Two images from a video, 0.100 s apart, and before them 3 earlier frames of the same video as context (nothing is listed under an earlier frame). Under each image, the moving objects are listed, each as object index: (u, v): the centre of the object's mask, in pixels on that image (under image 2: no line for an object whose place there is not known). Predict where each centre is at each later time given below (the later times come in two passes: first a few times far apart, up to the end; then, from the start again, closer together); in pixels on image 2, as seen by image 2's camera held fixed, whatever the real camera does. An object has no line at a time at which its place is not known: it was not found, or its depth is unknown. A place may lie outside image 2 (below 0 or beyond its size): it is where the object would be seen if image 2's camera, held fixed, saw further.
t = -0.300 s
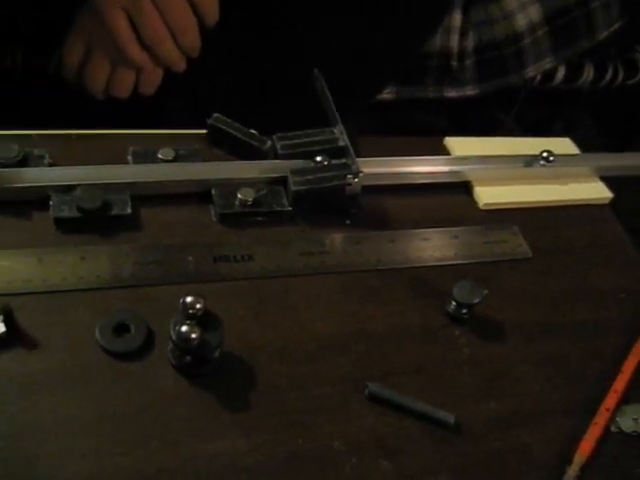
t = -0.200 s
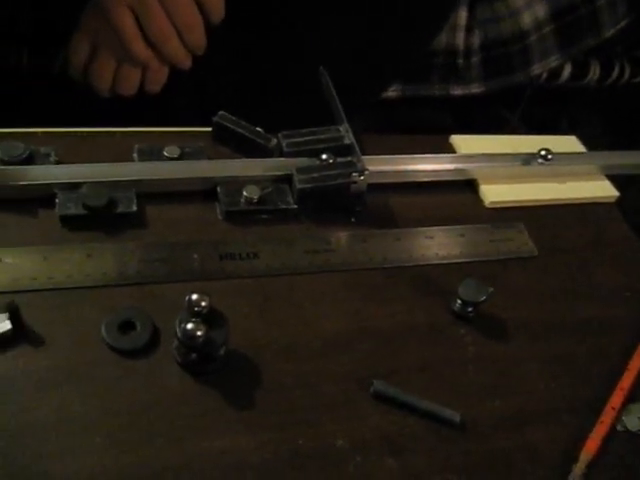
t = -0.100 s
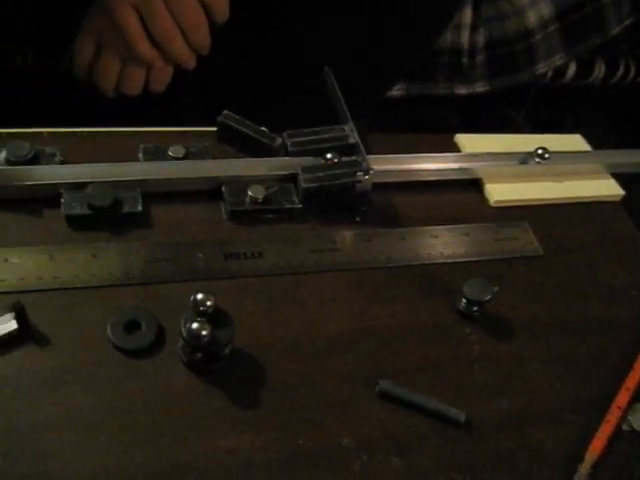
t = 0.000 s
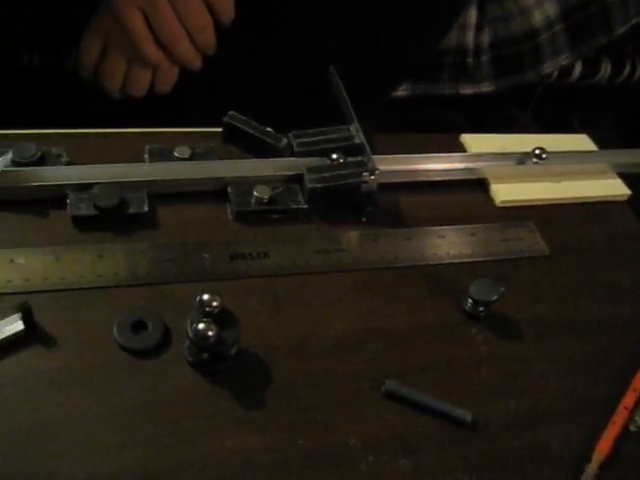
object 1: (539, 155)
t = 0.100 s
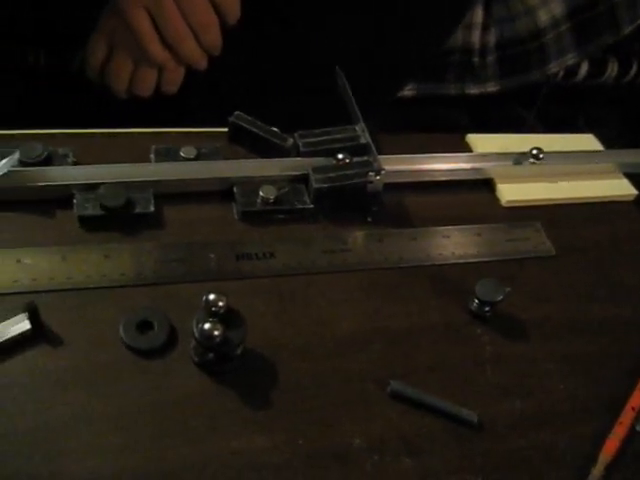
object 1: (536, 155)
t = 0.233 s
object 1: (523, 155)
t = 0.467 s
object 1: (500, 156)
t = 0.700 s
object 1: (474, 157)
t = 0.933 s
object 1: (446, 158)
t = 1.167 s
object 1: (414, 159)
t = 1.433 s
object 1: (382, 160)
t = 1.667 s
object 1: (383, 159)
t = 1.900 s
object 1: (383, 159)
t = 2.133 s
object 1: (382, 159)
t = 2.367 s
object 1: (383, 159)
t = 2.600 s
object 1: (383, 159)
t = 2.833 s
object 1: (383, 160)
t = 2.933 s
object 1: (383, 160)
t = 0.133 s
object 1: (533, 155)
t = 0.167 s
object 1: (530, 155)
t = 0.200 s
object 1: (527, 155)
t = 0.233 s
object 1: (523, 155)
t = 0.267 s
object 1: (520, 155)
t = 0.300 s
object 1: (517, 155)
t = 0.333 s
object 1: (514, 155)
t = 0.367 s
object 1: (510, 155)
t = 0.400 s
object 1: (507, 156)
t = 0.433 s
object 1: (503, 156)
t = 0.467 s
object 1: (500, 156)
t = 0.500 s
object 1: (496, 156)
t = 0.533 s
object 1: (492, 156)
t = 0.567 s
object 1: (489, 156)
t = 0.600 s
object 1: (485, 156)
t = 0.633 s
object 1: (481, 156)
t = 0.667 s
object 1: (478, 156)
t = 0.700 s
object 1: (474, 157)
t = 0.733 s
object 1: (471, 157)
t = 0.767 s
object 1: (466, 157)
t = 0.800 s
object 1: (463, 158)
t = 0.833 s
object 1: (459, 158)
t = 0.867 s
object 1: (454, 158)
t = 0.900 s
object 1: (450, 158)
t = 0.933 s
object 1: (446, 158)
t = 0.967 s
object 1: (442, 158)
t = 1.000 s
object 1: (437, 158)
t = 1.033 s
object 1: (433, 158)
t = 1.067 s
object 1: (429, 158)
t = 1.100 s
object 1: (424, 159)
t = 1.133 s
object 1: (420, 159)
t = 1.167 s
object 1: (414, 159)
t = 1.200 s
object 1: (410, 159)
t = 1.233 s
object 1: (405, 159)
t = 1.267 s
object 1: (400, 159)
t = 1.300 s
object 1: (395, 160)
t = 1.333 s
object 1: (390, 160)
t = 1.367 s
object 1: (386, 160)
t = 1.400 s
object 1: (383, 160)
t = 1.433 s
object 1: (382, 160)
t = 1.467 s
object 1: (382, 160)
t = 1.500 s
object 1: (383, 159)
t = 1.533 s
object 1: (383, 159)
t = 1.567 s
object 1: (383, 159)
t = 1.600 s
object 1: (383, 159)
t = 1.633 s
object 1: (383, 159)
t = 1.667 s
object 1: (383, 159)
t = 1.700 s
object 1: (383, 159)
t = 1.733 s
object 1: (383, 159)
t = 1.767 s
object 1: (383, 159)
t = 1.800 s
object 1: (383, 159)
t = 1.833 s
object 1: (383, 159)
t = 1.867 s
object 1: (383, 159)
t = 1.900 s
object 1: (383, 159)
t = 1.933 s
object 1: (383, 159)
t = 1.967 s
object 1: (383, 159)
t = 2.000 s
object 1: (383, 159)
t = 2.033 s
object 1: (382, 159)
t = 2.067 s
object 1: (382, 159)
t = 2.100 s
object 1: (382, 159)
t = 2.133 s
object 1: (382, 159)
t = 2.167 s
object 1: (382, 159)
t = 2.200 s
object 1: (383, 159)
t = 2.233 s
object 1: (383, 159)
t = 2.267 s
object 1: (383, 159)
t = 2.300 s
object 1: (383, 159)
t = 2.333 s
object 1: (383, 160)
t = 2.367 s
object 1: (383, 159)
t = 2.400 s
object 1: (383, 159)
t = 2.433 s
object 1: (383, 159)
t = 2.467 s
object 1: (383, 159)
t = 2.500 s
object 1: (383, 159)
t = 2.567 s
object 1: (383, 159)
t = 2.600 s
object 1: (383, 159)
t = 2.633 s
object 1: (383, 159)
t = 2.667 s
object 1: (382, 159)
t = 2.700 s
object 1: (383, 160)
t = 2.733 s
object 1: (383, 160)
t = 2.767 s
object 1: (383, 159)
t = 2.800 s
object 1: (383, 160)
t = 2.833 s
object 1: (383, 160)
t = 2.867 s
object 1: (383, 160)
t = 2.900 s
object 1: (383, 159)
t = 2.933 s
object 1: (383, 160)
